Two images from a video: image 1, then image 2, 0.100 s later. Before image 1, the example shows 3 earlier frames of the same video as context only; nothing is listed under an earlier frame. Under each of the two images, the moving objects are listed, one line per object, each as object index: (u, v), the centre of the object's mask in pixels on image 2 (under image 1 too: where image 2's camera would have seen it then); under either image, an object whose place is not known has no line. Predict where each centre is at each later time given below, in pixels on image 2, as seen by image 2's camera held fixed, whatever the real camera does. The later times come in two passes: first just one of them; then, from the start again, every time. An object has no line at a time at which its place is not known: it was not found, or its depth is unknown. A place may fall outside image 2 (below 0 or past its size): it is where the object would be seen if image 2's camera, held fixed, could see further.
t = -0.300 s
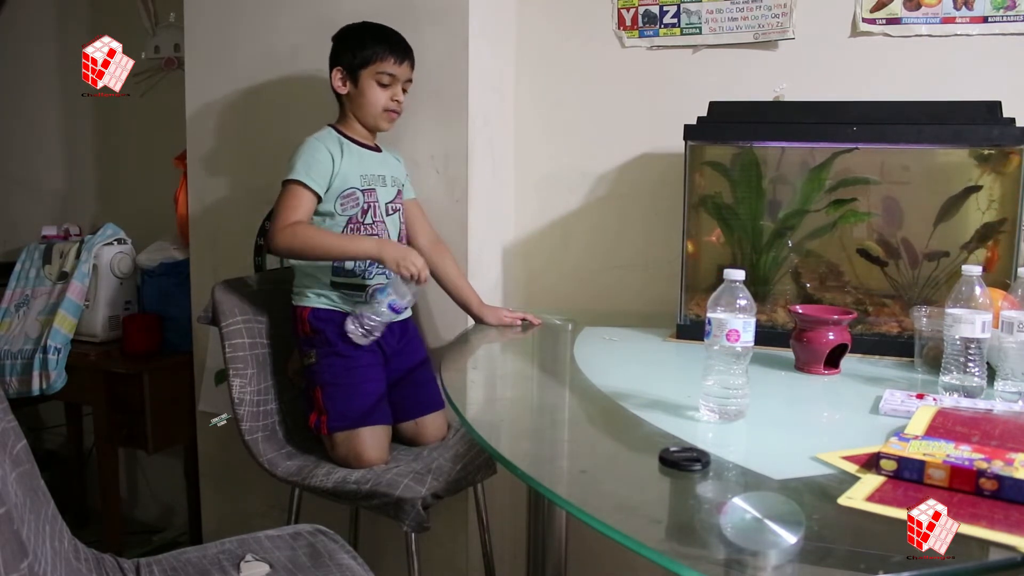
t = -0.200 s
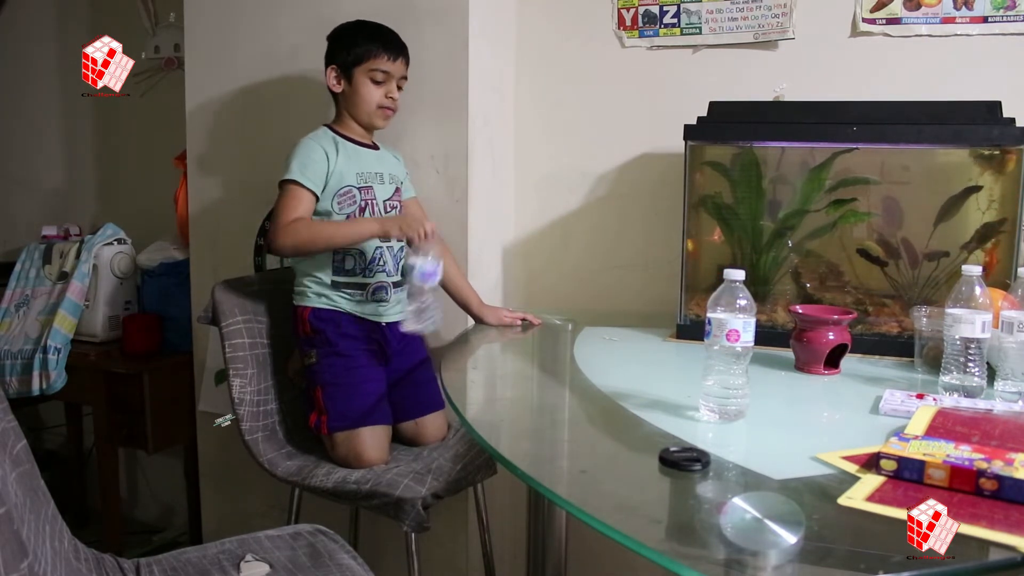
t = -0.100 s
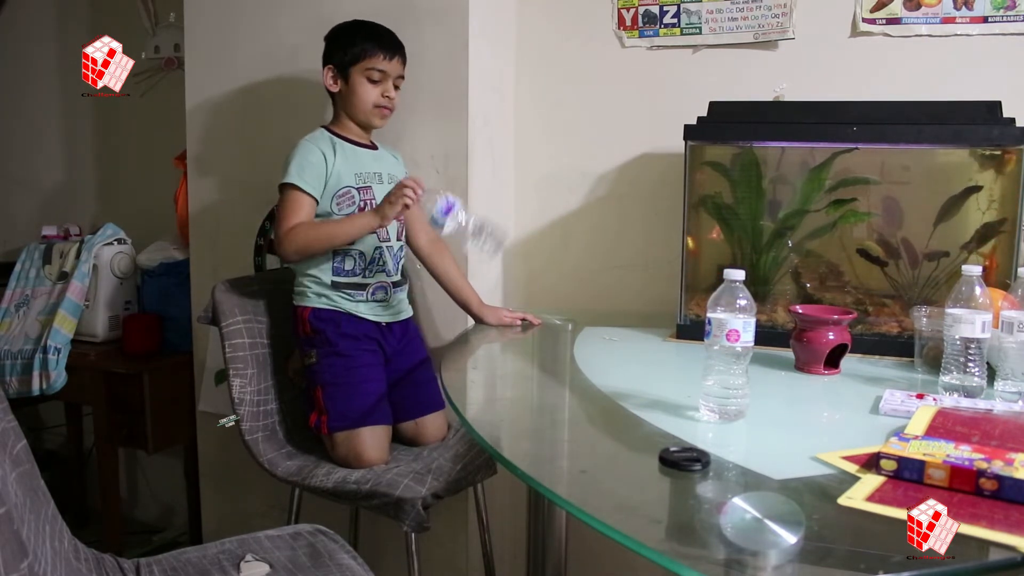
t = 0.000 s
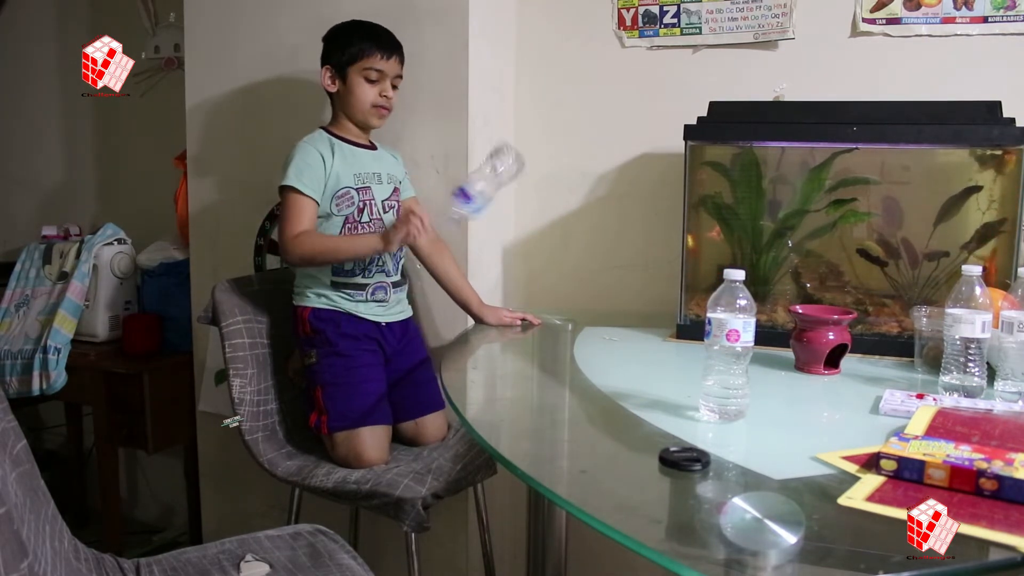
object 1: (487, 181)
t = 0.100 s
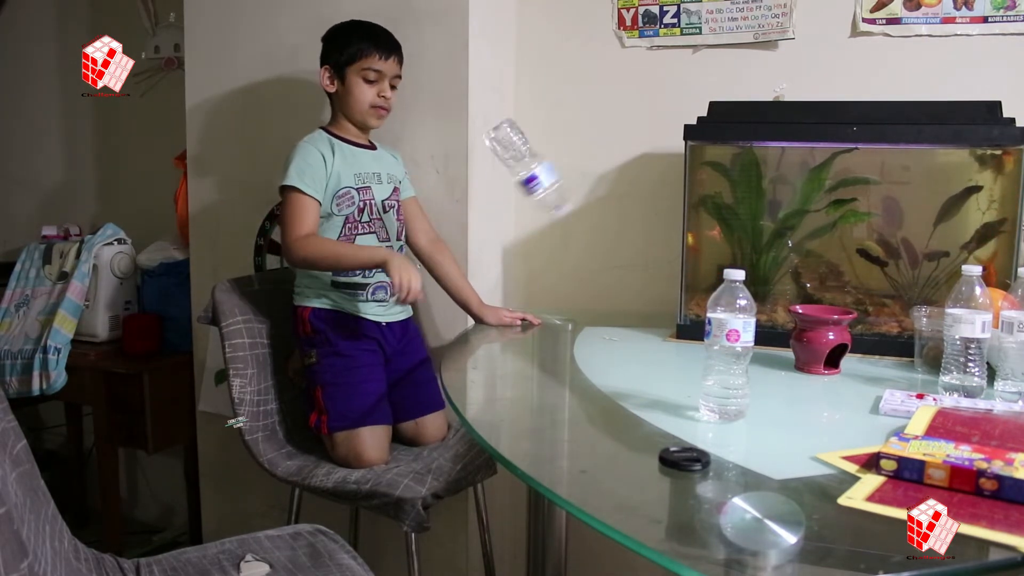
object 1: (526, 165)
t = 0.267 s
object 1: (537, 227)
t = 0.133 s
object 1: (537, 161)
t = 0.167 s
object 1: (540, 165)
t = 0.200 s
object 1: (539, 171)
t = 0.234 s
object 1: (538, 193)
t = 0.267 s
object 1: (537, 227)
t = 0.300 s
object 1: (534, 250)
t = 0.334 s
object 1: (535, 301)
